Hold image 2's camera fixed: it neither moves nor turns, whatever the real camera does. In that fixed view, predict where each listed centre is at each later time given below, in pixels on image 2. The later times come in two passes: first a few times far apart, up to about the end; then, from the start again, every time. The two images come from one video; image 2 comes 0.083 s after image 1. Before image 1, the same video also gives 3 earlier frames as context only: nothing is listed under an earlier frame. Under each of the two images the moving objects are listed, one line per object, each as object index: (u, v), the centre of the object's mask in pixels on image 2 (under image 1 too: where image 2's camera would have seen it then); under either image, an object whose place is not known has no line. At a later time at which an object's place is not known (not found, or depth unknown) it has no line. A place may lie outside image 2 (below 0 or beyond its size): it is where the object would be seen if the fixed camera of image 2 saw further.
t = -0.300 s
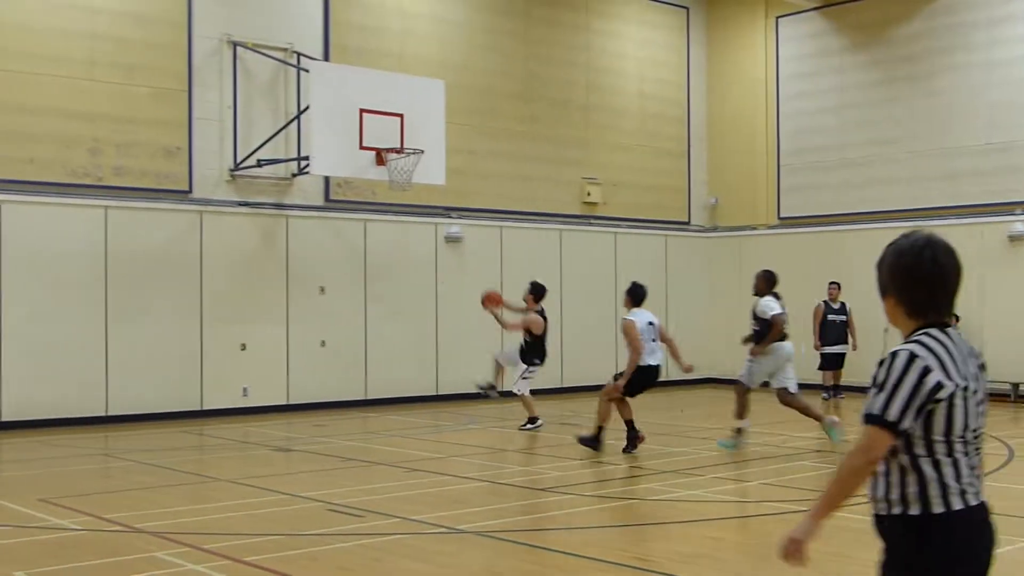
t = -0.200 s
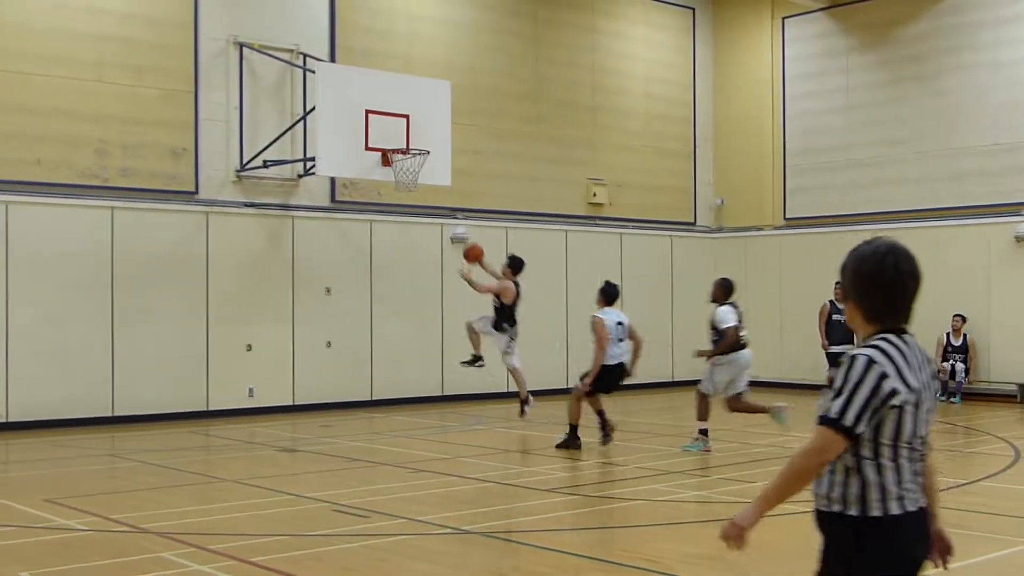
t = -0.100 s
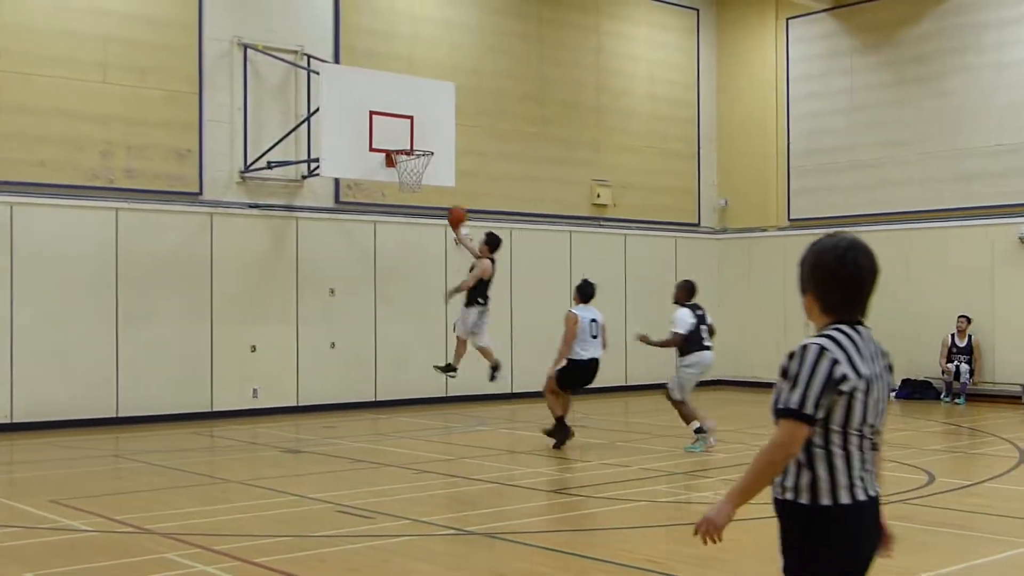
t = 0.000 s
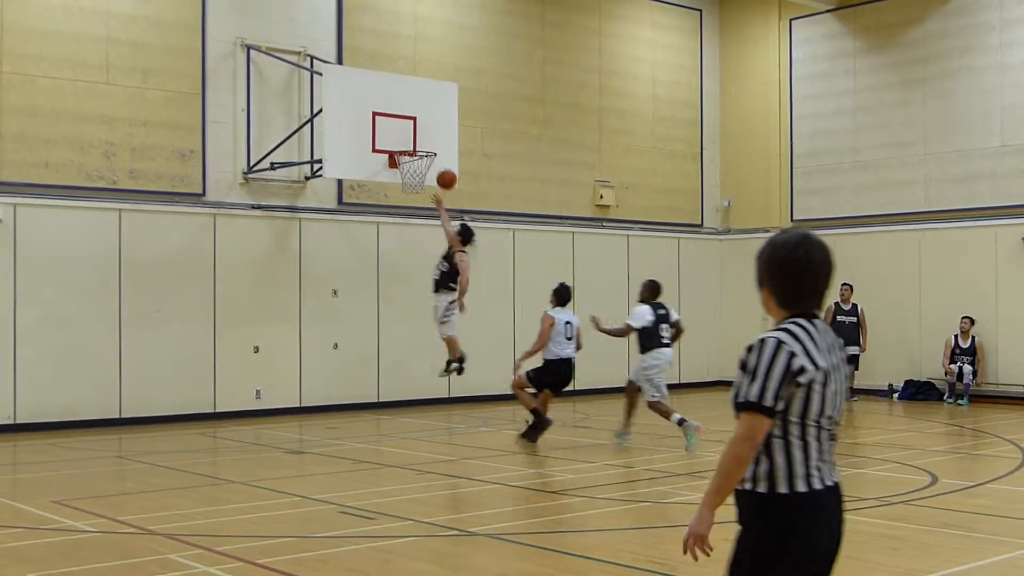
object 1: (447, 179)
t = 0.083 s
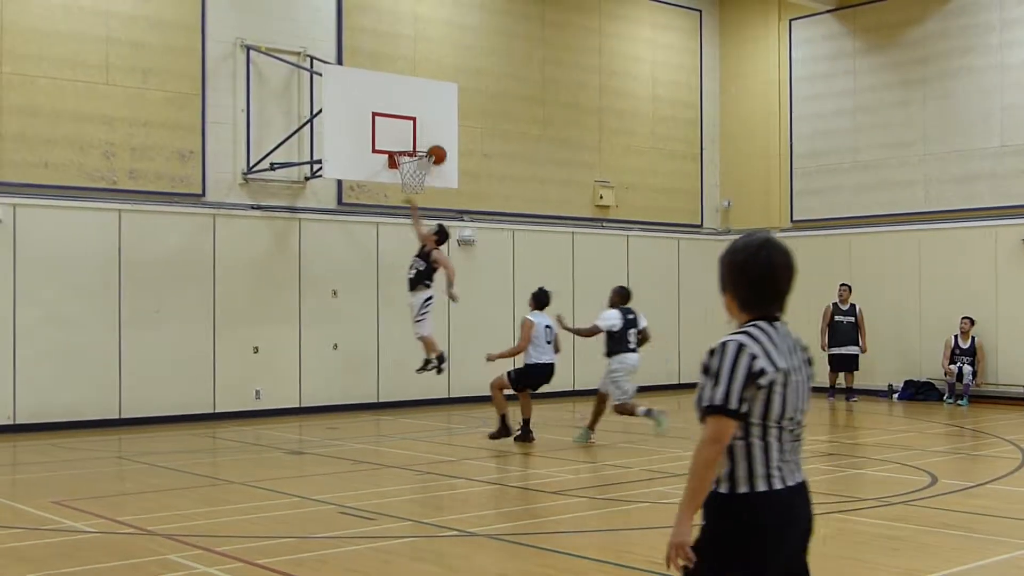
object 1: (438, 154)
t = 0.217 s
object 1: (430, 131)
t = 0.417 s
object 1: (434, 126)
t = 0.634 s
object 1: (435, 139)
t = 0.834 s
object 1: (432, 143)
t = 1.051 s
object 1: (423, 155)
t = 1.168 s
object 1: (416, 176)
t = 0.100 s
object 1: (436, 150)
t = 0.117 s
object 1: (433, 146)
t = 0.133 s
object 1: (430, 143)
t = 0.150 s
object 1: (429, 140)
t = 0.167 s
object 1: (429, 137)
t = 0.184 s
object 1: (429, 135)
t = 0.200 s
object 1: (430, 133)
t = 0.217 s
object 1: (430, 131)
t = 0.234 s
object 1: (430, 129)
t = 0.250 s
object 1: (431, 128)
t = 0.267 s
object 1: (431, 126)
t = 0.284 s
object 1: (431, 125)
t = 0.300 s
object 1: (432, 125)
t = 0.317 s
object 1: (432, 124)
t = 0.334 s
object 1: (432, 124)
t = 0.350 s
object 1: (432, 124)
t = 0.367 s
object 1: (433, 124)
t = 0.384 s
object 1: (433, 124)
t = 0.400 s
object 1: (433, 125)
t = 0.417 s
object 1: (434, 126)
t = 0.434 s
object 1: (434, 127)
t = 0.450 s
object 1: (434, 128)
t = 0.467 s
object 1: (434, 130)
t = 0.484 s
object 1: (435, 132)
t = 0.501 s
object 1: (435, 134)
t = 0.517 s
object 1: (435, 136)
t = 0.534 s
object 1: (436, 139)
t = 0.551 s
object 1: (436, 142)
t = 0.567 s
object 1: (436, 144)
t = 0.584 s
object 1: (436, 143)
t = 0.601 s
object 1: (436, 141)
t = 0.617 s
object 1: (435, 140)
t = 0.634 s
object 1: (435, 139)
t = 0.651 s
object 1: (435, 139)
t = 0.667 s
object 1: (435, 138)
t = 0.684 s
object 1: (434, 138)
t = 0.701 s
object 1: (434, 138)
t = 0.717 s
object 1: (434, 138)
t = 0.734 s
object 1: (434, 138)
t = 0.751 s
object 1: (433, 139)
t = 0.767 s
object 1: (433, 140)
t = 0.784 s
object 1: (433, 141)
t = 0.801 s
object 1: (433, 143)
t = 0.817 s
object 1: (433, 144)
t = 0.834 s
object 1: (432, 143)
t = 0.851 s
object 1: (431, 143)
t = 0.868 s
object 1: (431, 143)
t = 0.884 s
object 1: (430, 143)
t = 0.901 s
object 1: (429, 143)
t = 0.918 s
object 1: (429, 144)
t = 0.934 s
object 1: (428, 145)
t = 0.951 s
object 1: (427, 146)
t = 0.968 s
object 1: (426, 147)
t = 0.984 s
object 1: (425, 148)
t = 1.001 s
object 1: (425, 148)
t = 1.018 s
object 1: (425, 151)
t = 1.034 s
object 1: (424, 153)
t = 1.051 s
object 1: (423, 155)
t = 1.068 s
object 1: (422, 157)
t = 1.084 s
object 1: (423, 160)
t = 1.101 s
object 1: (422, 162)
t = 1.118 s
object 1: (421, 164)
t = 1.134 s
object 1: (420, 168)
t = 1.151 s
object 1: (417, 173)
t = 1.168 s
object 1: (416, 176)
